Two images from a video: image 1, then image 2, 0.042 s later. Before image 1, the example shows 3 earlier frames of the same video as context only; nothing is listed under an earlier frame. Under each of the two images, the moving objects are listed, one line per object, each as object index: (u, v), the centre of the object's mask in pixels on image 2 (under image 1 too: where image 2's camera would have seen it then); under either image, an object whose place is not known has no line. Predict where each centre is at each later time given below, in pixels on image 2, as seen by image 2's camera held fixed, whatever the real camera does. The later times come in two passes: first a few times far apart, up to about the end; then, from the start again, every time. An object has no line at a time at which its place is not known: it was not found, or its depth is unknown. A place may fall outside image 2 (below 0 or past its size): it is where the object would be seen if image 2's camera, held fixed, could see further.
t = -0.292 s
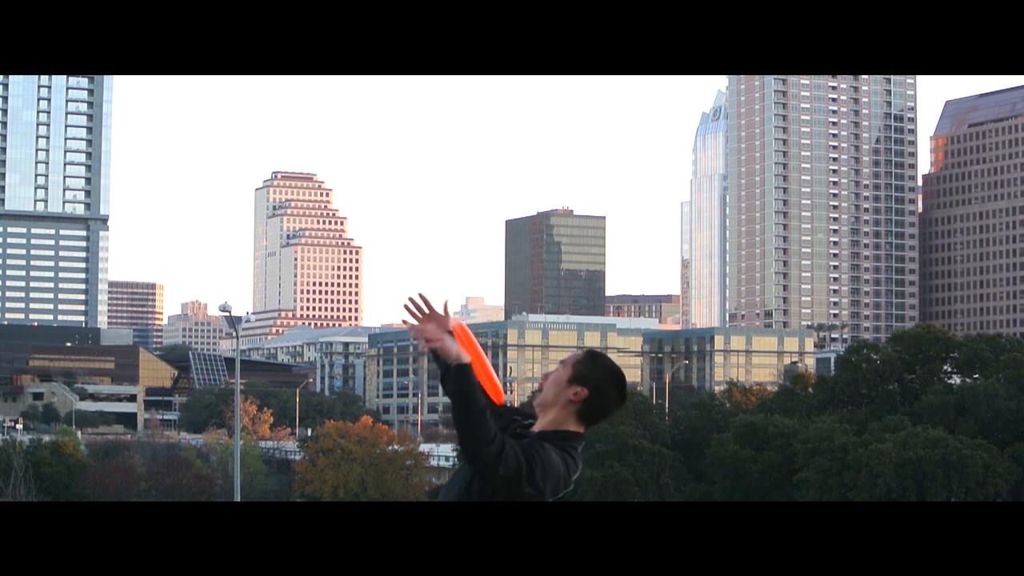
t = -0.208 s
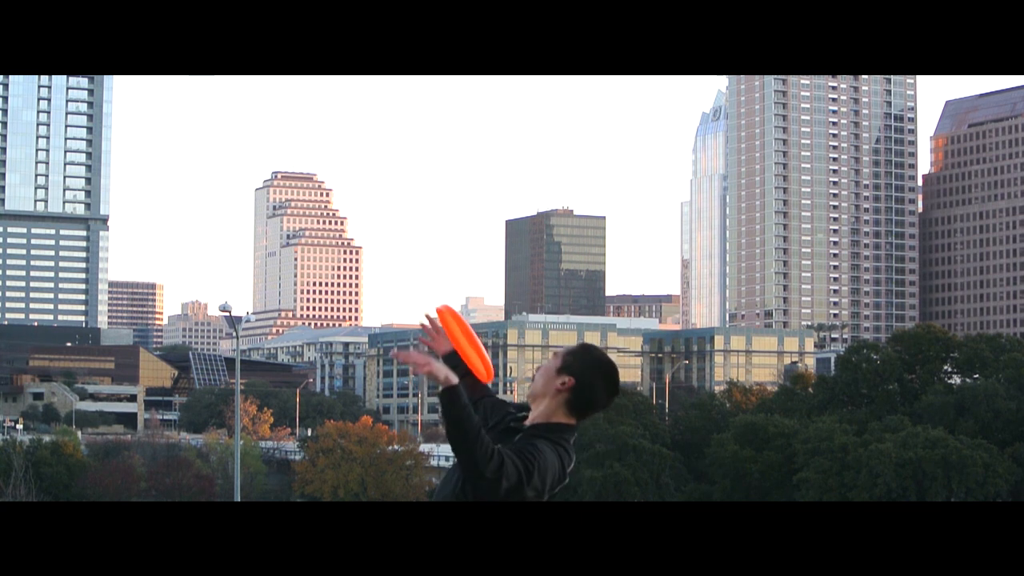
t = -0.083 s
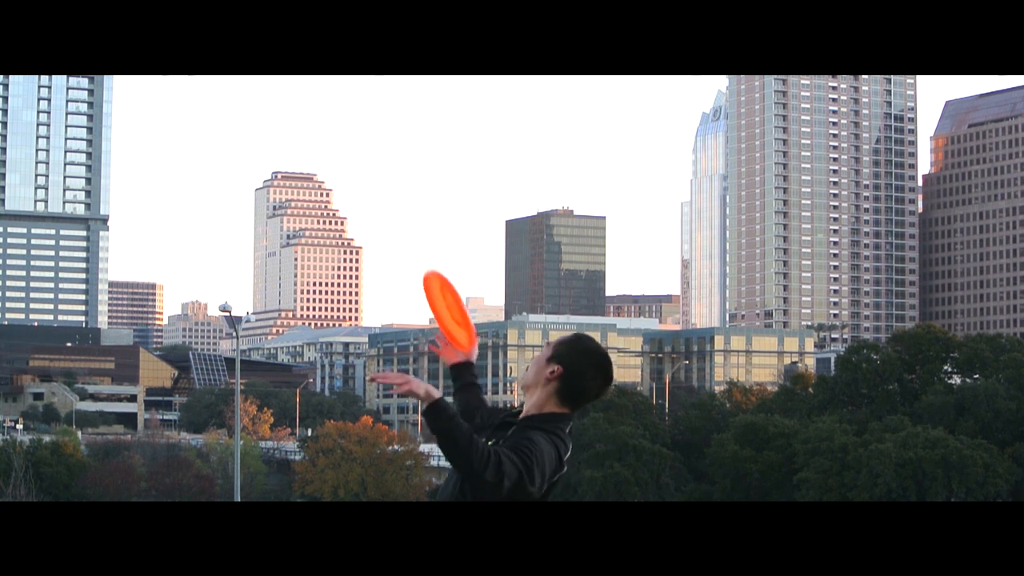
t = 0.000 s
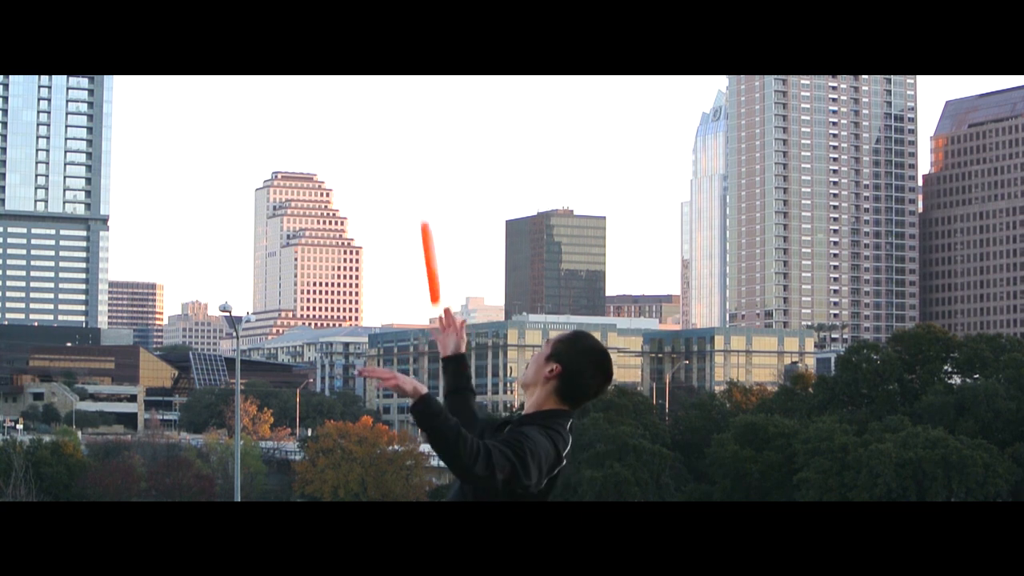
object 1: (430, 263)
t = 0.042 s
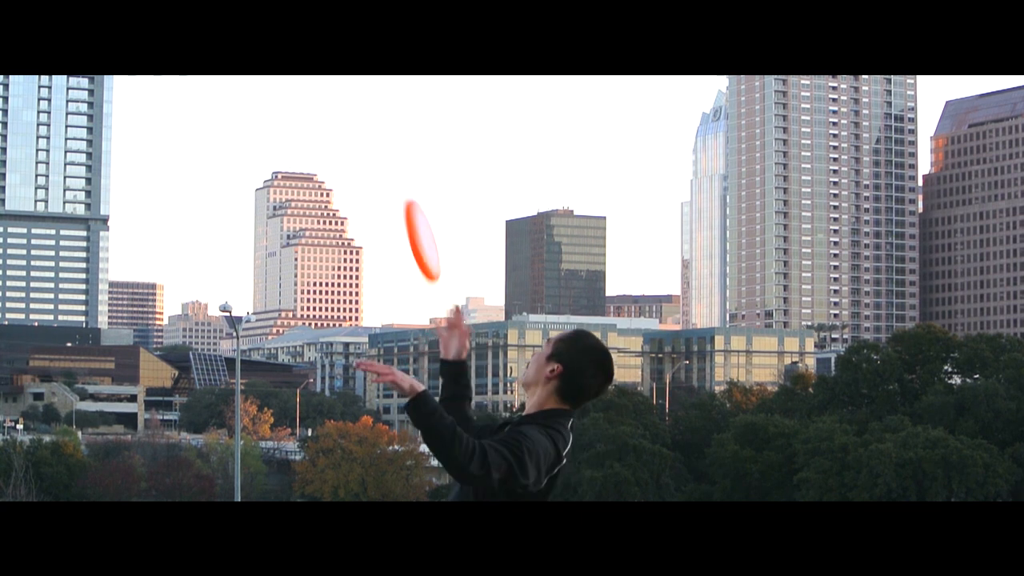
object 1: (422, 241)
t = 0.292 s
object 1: (392, 165)
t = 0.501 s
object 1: (395, 193)
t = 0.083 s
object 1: (414, 221)
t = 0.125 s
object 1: (407, 205)
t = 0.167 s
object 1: (401, 189)
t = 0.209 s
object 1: (399, 179)
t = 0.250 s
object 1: (394, 169)
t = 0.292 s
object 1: (392, 165)
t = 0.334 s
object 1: (391, 163)
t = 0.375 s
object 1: (391, 164)
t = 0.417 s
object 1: (391, 170)
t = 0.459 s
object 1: (392, 180)
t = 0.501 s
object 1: (395, 193)
